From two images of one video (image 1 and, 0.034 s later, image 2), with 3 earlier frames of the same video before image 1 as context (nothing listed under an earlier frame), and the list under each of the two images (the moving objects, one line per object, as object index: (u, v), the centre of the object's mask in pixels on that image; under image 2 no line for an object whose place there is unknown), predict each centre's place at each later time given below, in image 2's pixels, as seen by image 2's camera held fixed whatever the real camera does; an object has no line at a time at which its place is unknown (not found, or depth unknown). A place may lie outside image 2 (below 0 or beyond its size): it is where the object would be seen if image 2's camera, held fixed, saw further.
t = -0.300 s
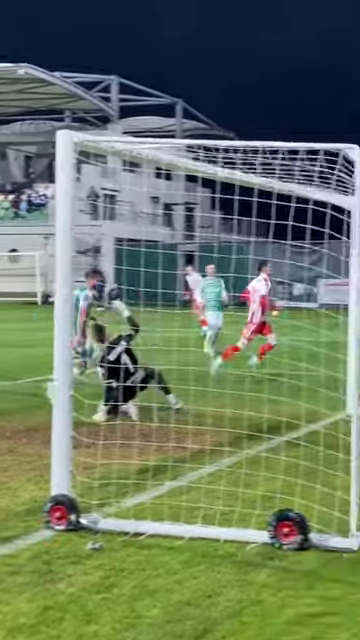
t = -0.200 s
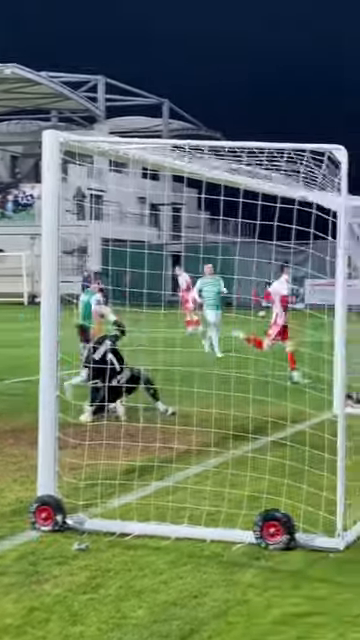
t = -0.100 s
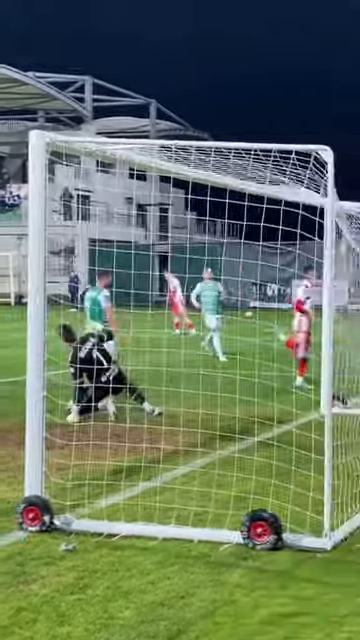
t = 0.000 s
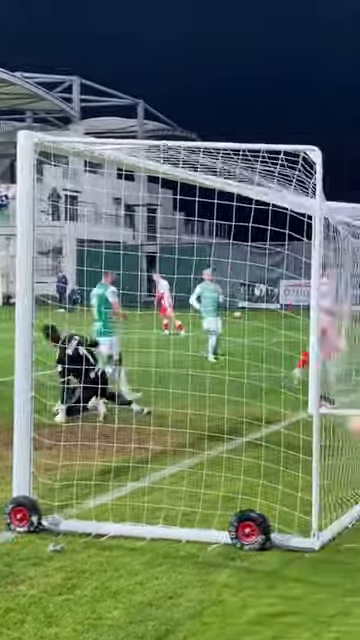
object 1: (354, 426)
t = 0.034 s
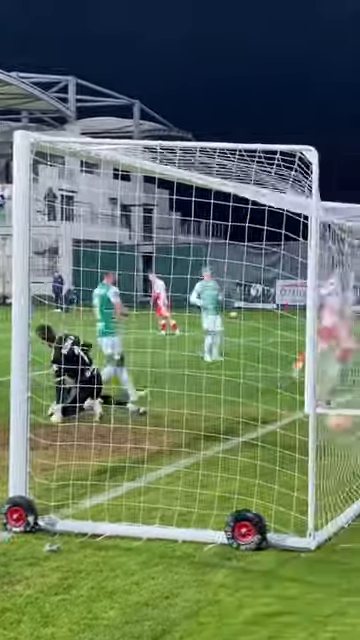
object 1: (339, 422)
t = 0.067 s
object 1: (325, 417)
